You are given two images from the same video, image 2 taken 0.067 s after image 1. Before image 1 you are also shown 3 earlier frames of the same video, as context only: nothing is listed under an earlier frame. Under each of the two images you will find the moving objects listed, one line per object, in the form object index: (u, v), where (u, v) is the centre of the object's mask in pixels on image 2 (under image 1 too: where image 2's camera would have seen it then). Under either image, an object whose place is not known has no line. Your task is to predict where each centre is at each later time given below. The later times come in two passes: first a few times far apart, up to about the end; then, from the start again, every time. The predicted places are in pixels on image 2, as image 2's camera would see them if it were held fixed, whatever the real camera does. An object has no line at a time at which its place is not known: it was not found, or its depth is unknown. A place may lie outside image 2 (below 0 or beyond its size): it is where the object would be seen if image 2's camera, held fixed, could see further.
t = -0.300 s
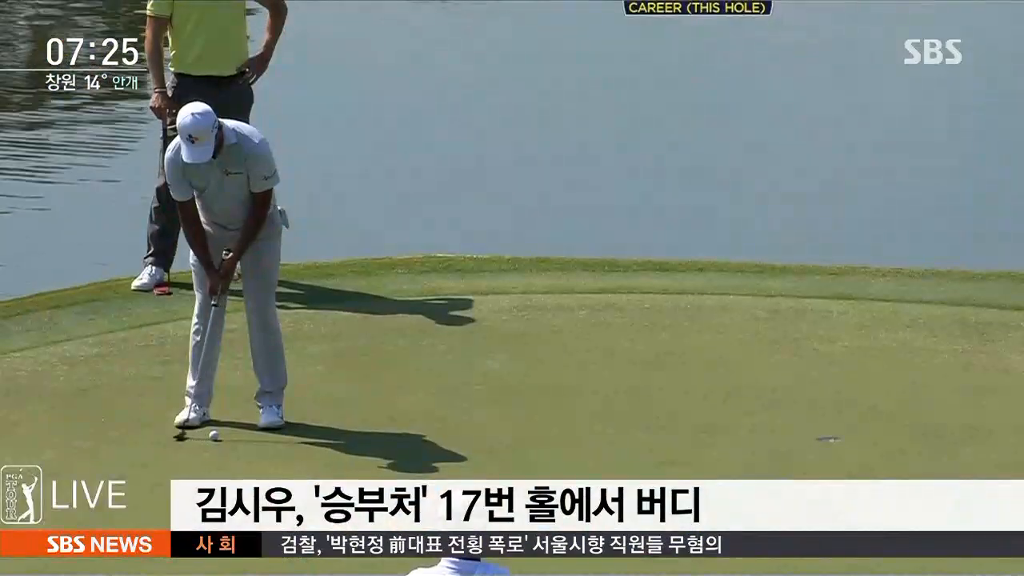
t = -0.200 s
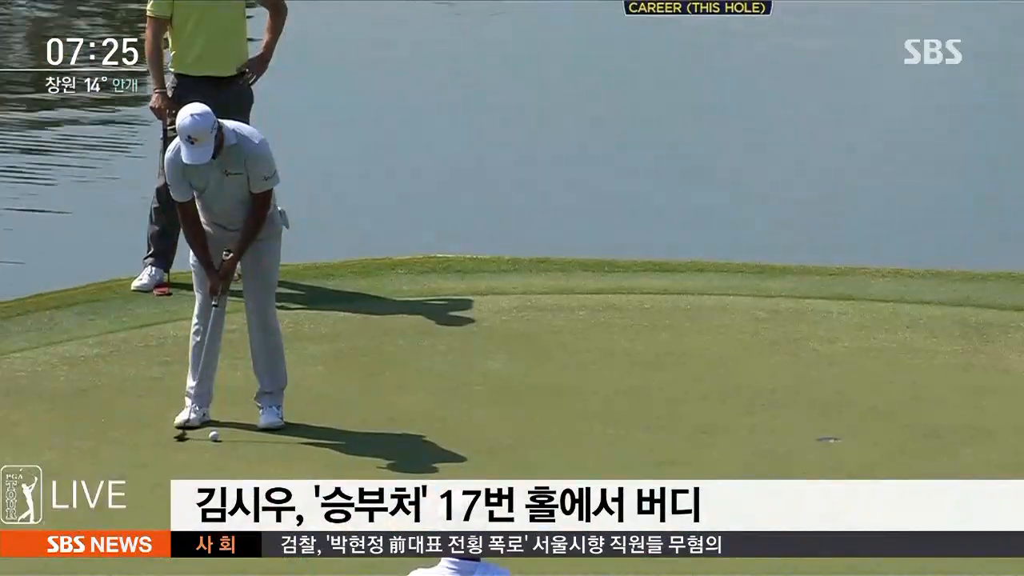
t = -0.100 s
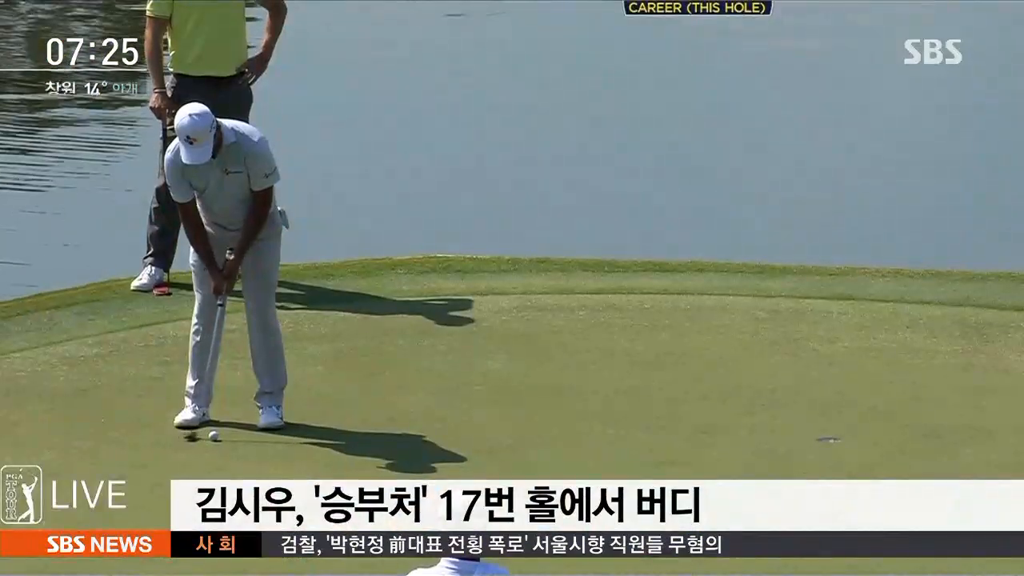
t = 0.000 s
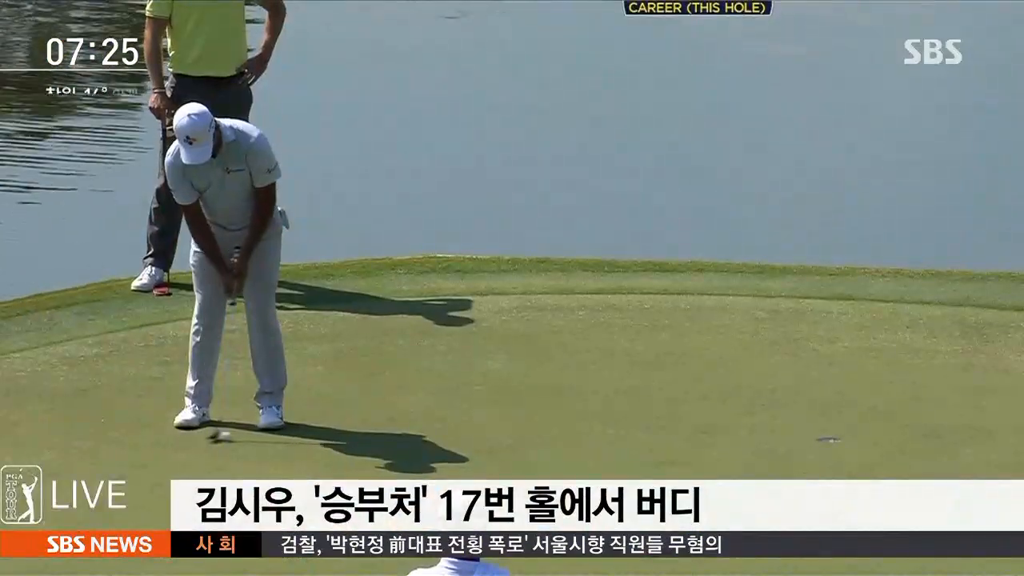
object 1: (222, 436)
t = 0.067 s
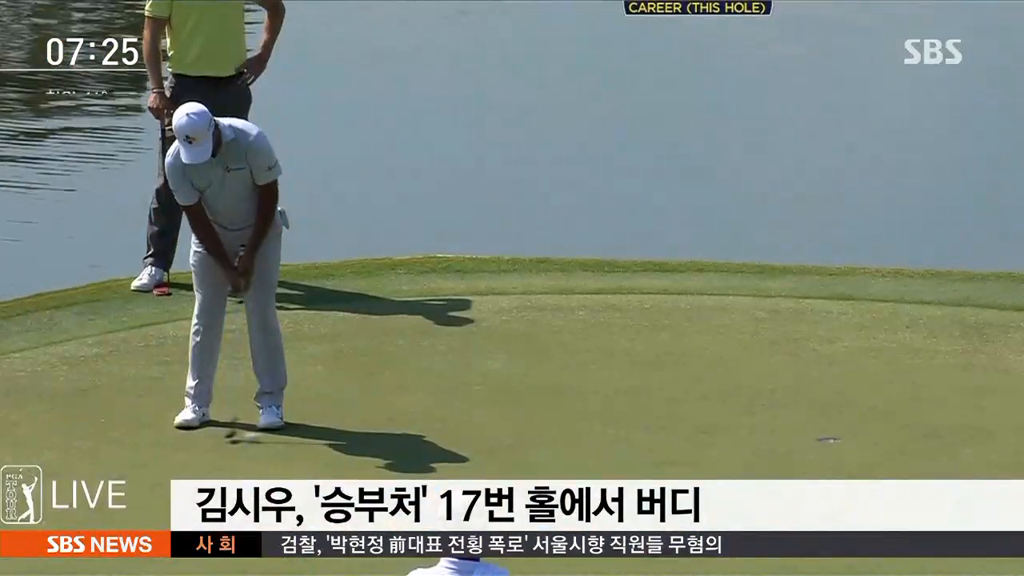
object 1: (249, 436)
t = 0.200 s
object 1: (296, 438)
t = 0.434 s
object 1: (363, 440)
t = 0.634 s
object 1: (415, 441)
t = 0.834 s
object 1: (466, 443)
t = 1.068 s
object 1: (521, 443)
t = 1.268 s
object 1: (563, 443)
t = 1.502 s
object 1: (611, 443)
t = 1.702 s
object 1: (649, 442)
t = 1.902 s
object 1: (683, 441)
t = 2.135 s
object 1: (721, 440)
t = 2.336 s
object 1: (750, 439)
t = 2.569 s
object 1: (781, 437)
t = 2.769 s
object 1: (803, 437)
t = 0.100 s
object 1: (264, 437)
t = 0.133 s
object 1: (275, 437)
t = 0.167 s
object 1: (287, 438)
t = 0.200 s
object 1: (296, 438)
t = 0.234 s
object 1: (306, 439)
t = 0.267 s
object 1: (315, 439)
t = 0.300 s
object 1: (325, 440)
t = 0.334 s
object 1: (335, 440)
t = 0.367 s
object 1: (344, 440)
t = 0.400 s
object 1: (352, 440)
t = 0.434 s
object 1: (363, 440)
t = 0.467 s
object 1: (371, 440)
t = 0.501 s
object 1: (379, 440)
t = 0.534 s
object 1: (389, 440)
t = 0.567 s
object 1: (397, 441)
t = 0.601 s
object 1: (406, 441)
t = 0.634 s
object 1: (415, 441)
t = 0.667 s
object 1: (423, 441)
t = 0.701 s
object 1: (429, 441)
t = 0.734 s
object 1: (441, 442)
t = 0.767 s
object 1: (448, 442)
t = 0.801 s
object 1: (457, 443)
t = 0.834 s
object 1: (466, 443)
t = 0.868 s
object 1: (474, 443)
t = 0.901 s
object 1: (482, 443)
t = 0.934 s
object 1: (490, 443)
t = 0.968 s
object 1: (498, 443)
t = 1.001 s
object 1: (505, 443)
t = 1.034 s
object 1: (513, 443)
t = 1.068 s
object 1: (521, 443)
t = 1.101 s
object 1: (528, 444)
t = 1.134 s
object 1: (535, 444)
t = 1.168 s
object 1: (542, 444)
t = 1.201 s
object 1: (550, 444)
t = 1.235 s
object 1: (557, 444)
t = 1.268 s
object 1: (563, 443)
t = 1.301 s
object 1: (571, 443)
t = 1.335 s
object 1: (577, 443)
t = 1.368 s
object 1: (584, 443)
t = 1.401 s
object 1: (591, 443)
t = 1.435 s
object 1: (598, 443)
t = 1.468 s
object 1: (604, 443)
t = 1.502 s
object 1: (611, 443)
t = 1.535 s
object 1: (617, 442)
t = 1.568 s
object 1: (624, 442)
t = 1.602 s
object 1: (630, 442)
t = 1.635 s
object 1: (636, 442)
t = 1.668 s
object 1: (643, 442)
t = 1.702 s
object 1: (649, 442)
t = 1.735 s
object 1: (655, 442)
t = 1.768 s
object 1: (661, 441)
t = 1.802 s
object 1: (666, 441)
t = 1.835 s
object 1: (672, 441)
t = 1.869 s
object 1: (678, 441)
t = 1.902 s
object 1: (683, 441)
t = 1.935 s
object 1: (689, 442)
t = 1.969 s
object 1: (694, 442)
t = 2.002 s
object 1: (700, 442)
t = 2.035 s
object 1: (705, 441)
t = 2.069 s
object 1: (710, 441)
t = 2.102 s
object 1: (716, 440)
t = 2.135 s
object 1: (721, 440)
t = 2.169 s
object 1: (726, 440)
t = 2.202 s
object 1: (731, 440)
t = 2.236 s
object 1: (735, 440)
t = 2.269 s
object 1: (741, 440)
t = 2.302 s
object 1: (745, 440)
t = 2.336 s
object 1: (750, 439)
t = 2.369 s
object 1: (755, 439)
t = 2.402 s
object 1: (759, 439)
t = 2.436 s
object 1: (763, 439)
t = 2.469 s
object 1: (768, 438)
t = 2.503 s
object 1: (772, 438)
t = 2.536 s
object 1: (777, 438)
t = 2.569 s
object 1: (781, 437)
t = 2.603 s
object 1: (785, 437)
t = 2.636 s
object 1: (789, 436)
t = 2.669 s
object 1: (792, 436)
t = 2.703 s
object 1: (796, 437)
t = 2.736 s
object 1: (800, 437)
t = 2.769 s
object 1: (803, 437)
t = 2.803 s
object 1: (808, 437)
